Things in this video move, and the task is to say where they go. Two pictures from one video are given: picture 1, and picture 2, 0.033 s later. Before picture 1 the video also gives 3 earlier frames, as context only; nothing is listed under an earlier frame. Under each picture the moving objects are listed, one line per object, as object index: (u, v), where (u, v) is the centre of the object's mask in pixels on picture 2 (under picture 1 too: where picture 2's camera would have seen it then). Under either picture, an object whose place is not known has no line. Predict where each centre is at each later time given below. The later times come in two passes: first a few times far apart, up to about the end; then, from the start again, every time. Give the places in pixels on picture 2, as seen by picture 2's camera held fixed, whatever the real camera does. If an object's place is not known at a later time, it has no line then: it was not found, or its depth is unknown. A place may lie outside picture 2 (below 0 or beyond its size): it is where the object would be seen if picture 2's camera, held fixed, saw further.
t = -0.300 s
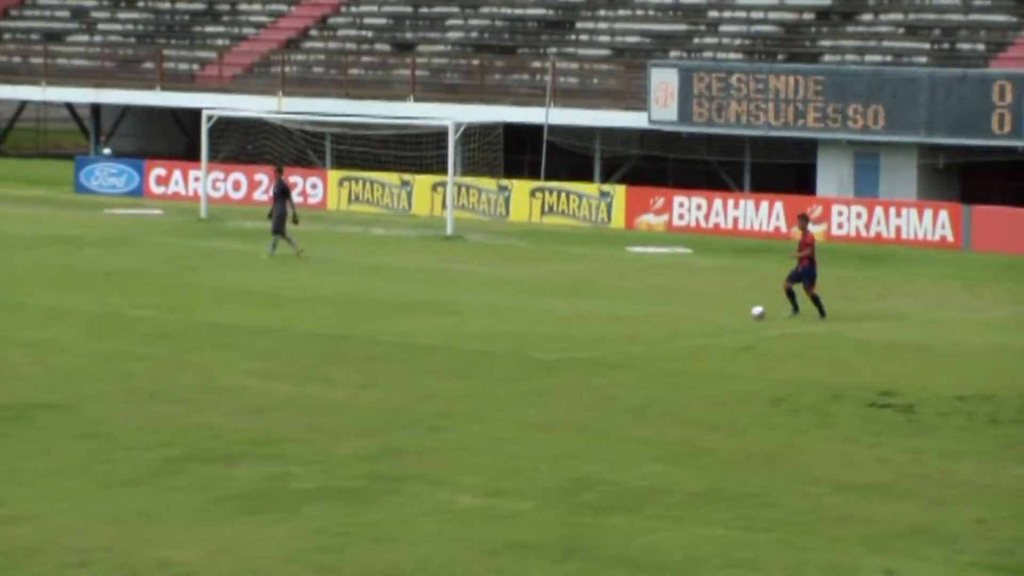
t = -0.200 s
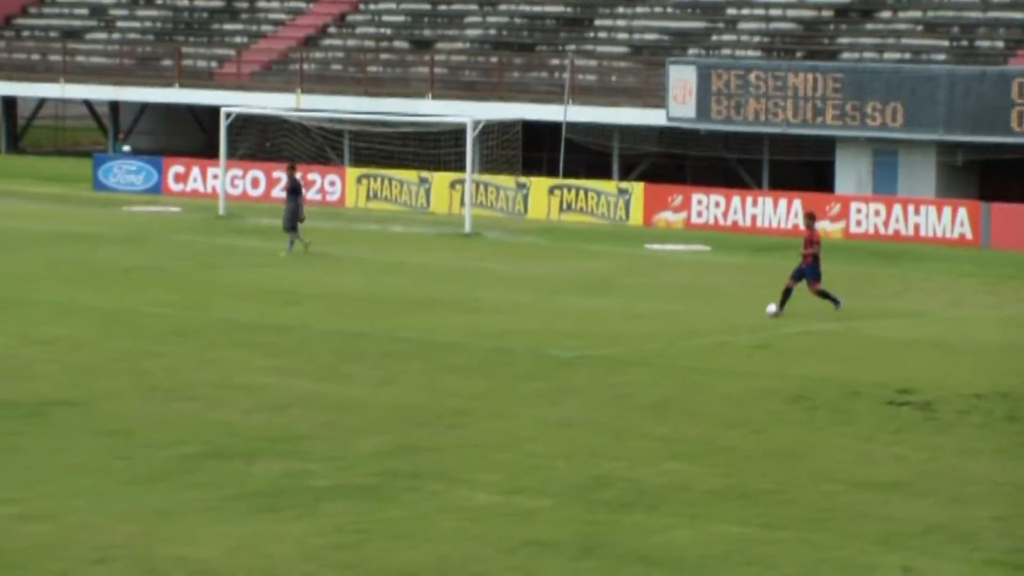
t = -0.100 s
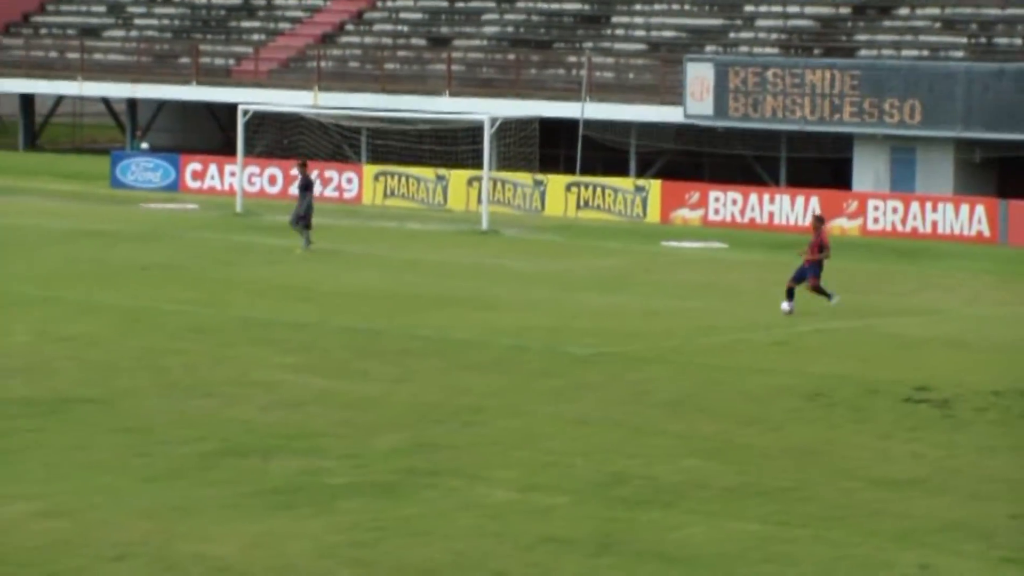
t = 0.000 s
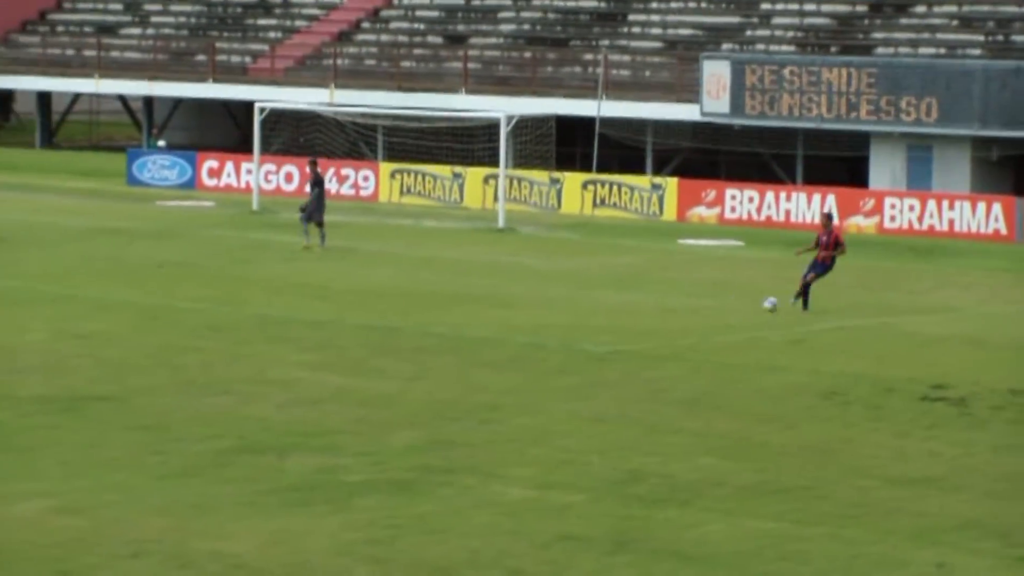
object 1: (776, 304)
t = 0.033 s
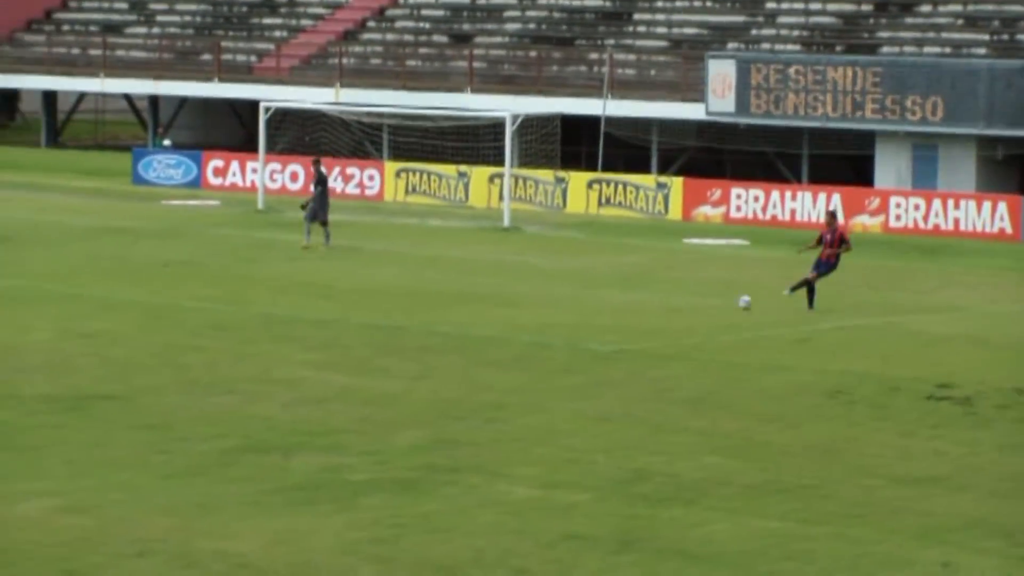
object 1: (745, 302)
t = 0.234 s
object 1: (573, 296)
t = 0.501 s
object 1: (382, 293)
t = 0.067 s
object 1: (713, 301)
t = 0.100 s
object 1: (683, 301)
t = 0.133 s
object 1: (656, 300)
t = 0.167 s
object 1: (628, 297)
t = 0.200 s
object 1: (600, 296)
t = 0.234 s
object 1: (573, 296)
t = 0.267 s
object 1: (547, 295)
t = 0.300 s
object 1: (521, 296)
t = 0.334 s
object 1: (496, 296)
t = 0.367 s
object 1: (473, 294)
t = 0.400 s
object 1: (449, 293)
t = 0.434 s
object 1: (427, 292)
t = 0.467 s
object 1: (404, 292)
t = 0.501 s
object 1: (382, 293)
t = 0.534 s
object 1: (359, 292)
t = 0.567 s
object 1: (338, 292)
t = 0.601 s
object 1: (320, 290)
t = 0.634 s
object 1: (301, 288)
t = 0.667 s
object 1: (281, 287)
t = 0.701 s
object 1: (262, 287)
